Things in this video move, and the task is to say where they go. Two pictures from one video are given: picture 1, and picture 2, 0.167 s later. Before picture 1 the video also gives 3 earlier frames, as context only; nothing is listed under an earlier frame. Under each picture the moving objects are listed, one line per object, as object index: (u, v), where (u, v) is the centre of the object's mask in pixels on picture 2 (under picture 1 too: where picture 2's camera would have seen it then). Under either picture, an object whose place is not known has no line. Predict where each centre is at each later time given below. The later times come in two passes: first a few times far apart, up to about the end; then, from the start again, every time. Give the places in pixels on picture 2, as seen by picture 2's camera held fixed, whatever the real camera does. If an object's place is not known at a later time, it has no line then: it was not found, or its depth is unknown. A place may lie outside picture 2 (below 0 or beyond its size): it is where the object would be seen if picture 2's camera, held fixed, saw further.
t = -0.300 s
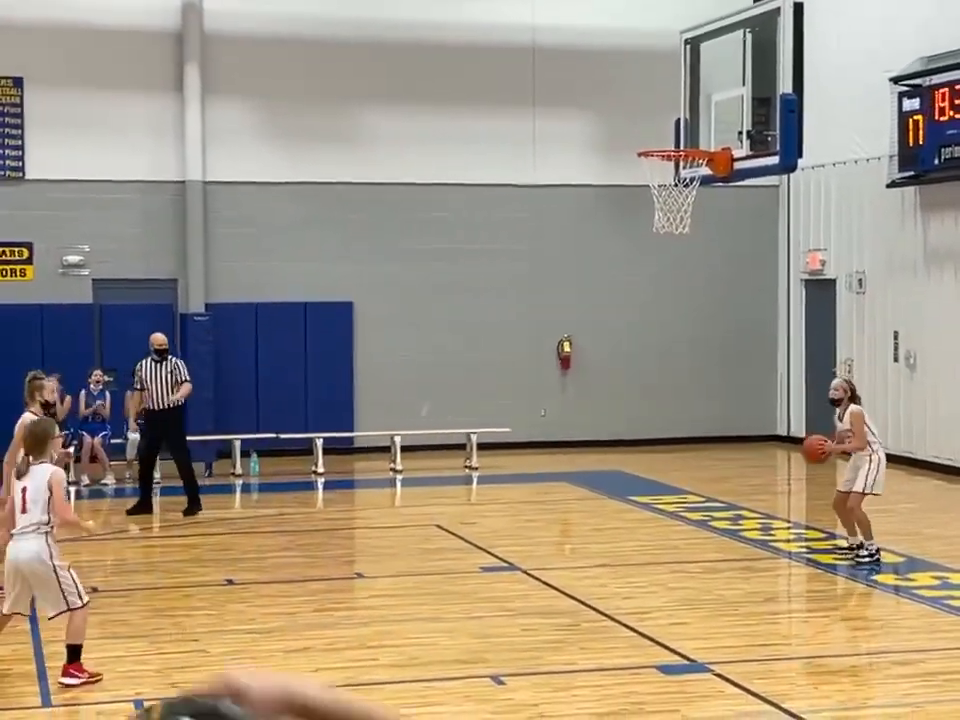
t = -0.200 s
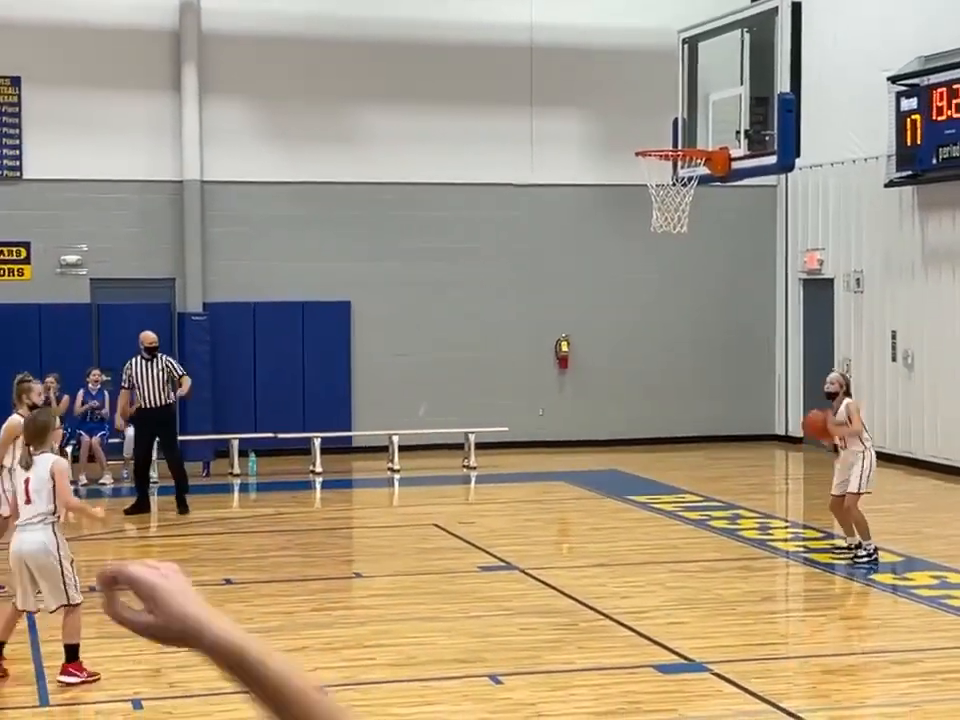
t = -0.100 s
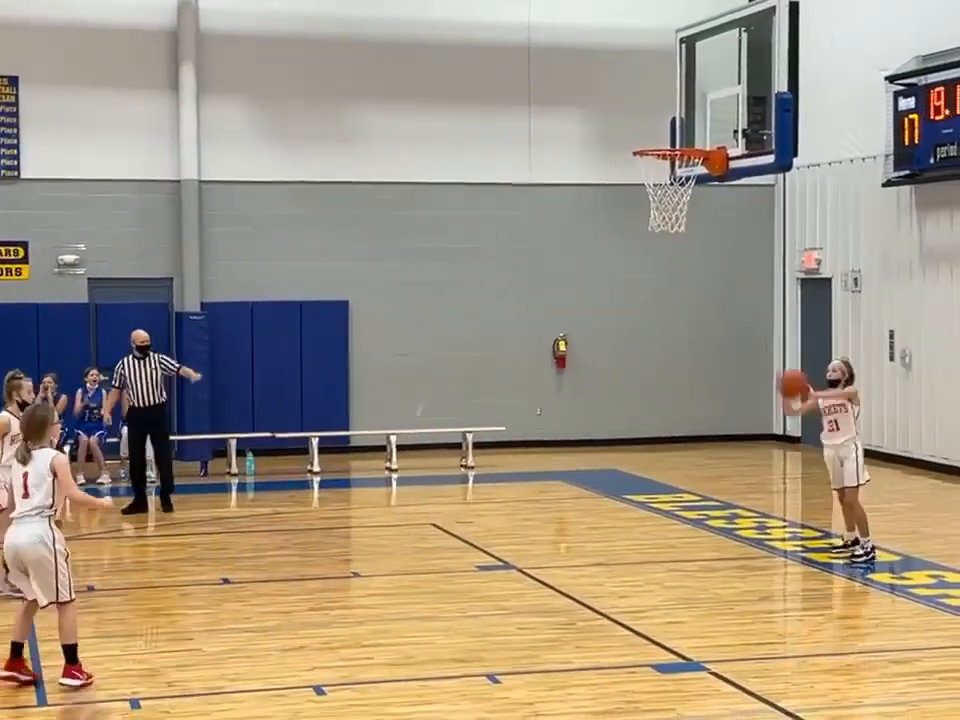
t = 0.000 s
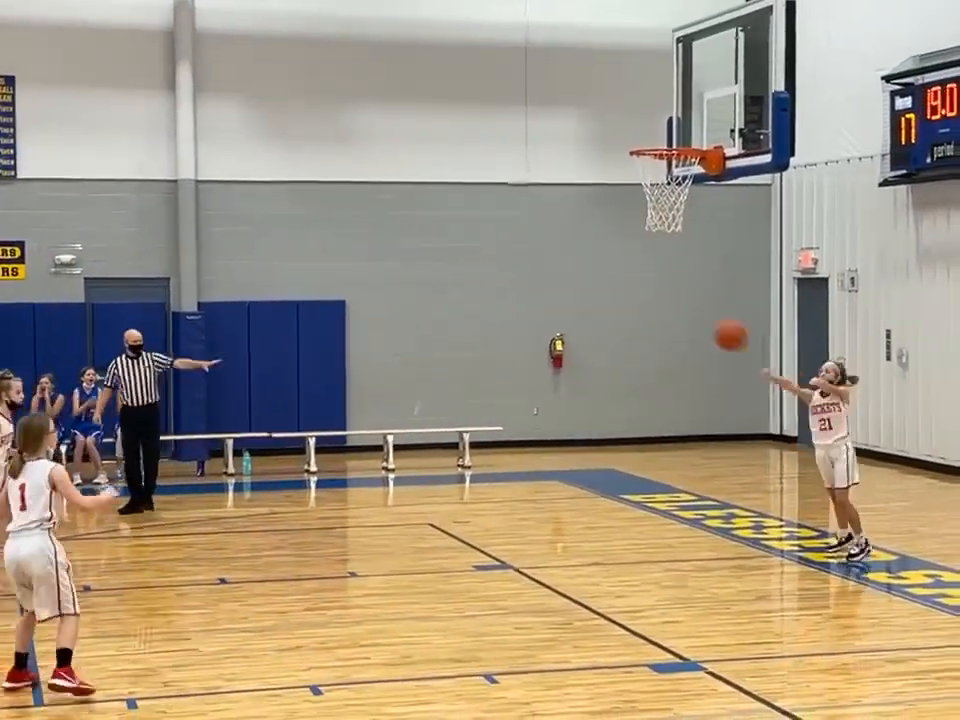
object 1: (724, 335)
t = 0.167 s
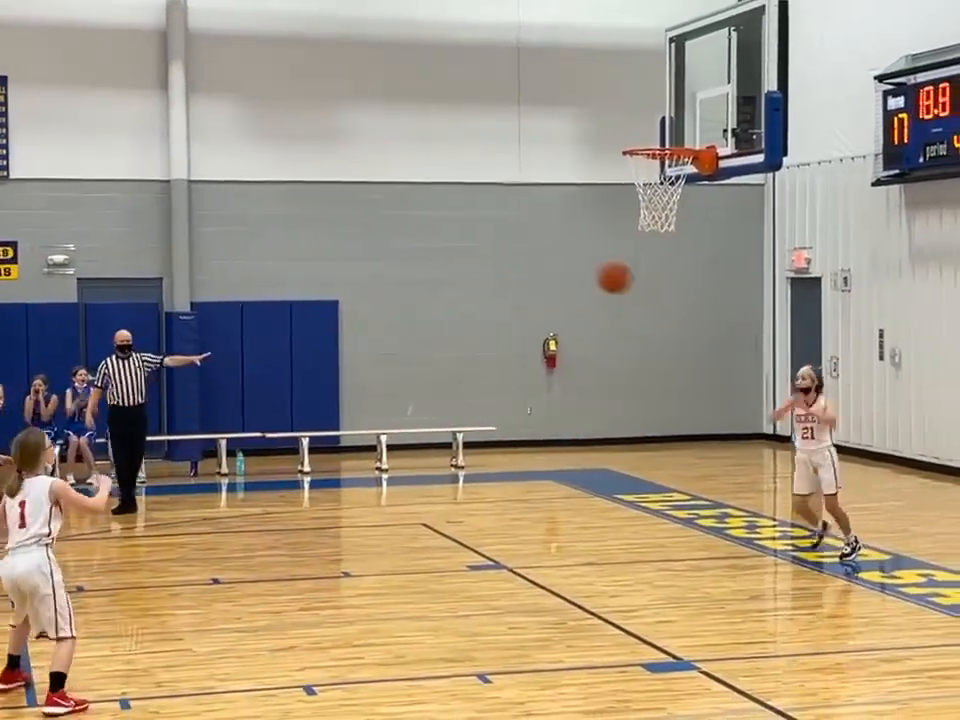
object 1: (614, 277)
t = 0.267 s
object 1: (541, 258)
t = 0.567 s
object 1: (291, 288)
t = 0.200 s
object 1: (591, 269)
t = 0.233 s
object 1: (566, 263)
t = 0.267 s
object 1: (541, 258)
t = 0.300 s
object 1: (516, 254)
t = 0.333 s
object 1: (490, 252)
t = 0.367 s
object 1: (464, 252)
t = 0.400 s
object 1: (437, 253)
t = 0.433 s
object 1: (410, 256)
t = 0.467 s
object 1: (381, 261)
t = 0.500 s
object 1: (352, 267)
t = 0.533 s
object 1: (321, 276)
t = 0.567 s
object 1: (291, 288)
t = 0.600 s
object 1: (258, 301)
